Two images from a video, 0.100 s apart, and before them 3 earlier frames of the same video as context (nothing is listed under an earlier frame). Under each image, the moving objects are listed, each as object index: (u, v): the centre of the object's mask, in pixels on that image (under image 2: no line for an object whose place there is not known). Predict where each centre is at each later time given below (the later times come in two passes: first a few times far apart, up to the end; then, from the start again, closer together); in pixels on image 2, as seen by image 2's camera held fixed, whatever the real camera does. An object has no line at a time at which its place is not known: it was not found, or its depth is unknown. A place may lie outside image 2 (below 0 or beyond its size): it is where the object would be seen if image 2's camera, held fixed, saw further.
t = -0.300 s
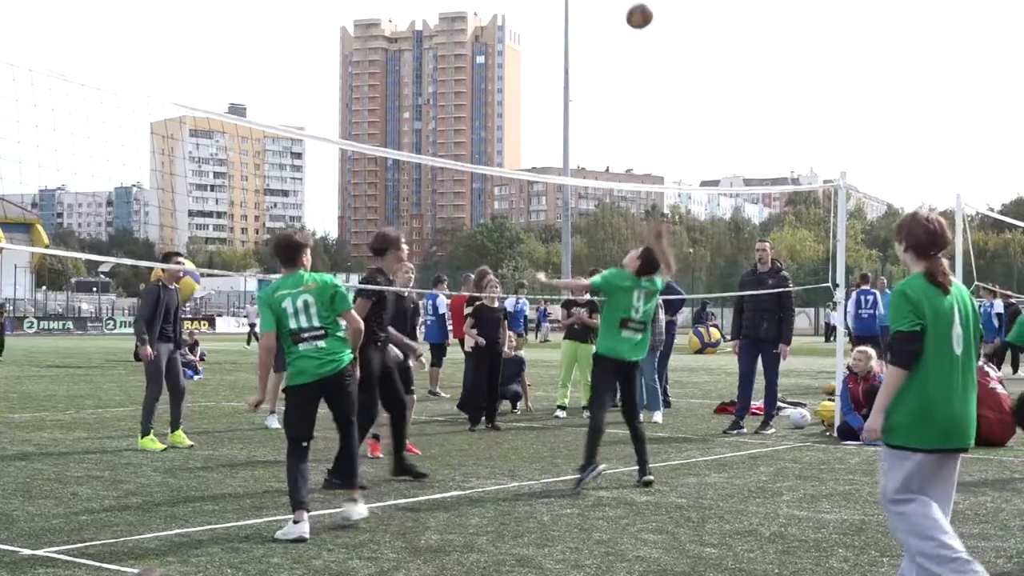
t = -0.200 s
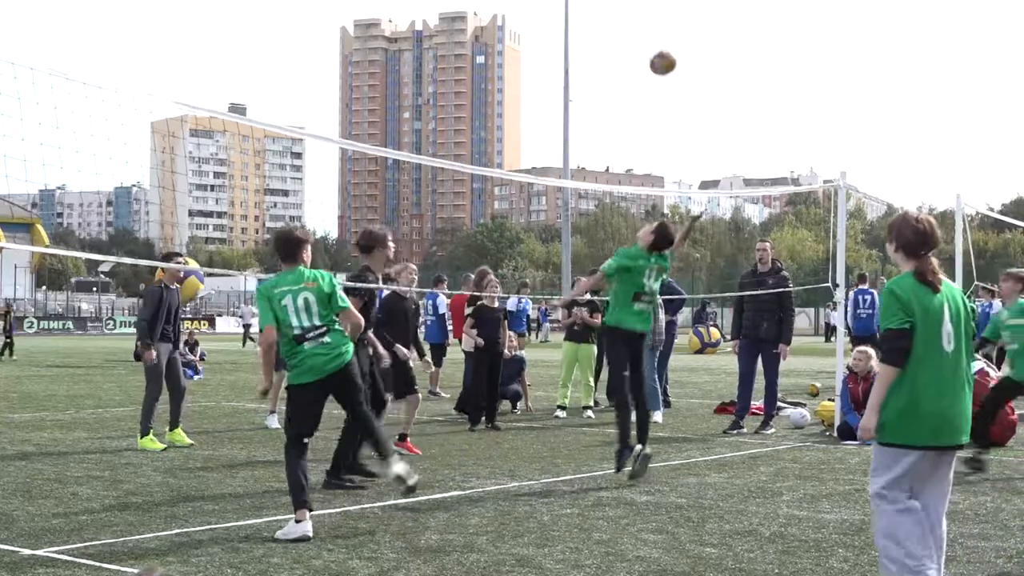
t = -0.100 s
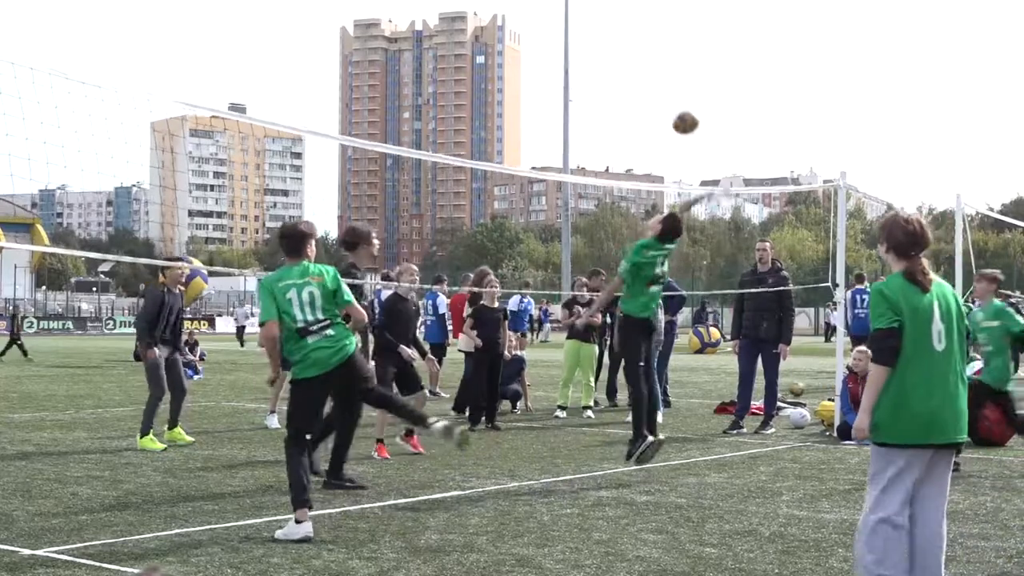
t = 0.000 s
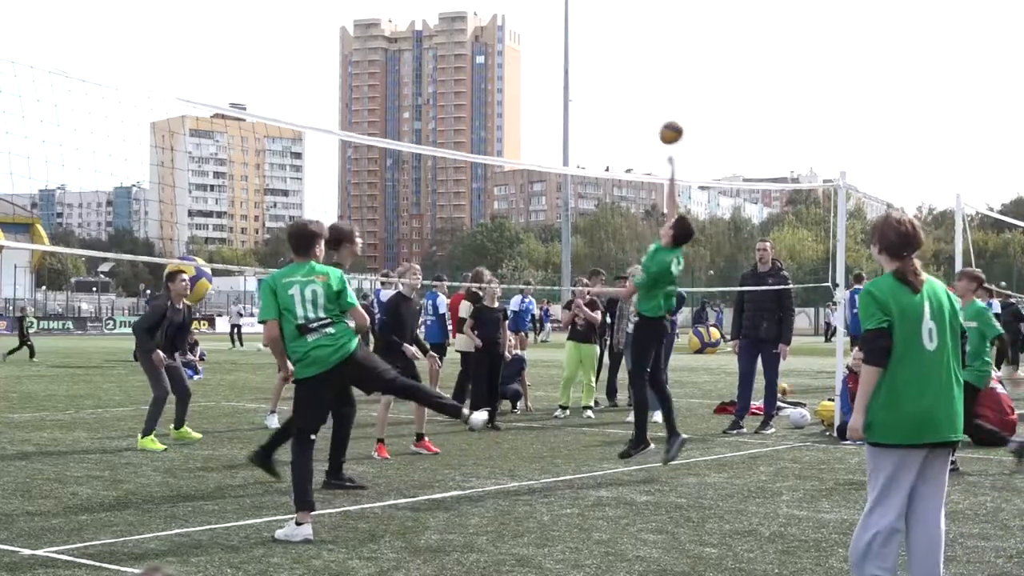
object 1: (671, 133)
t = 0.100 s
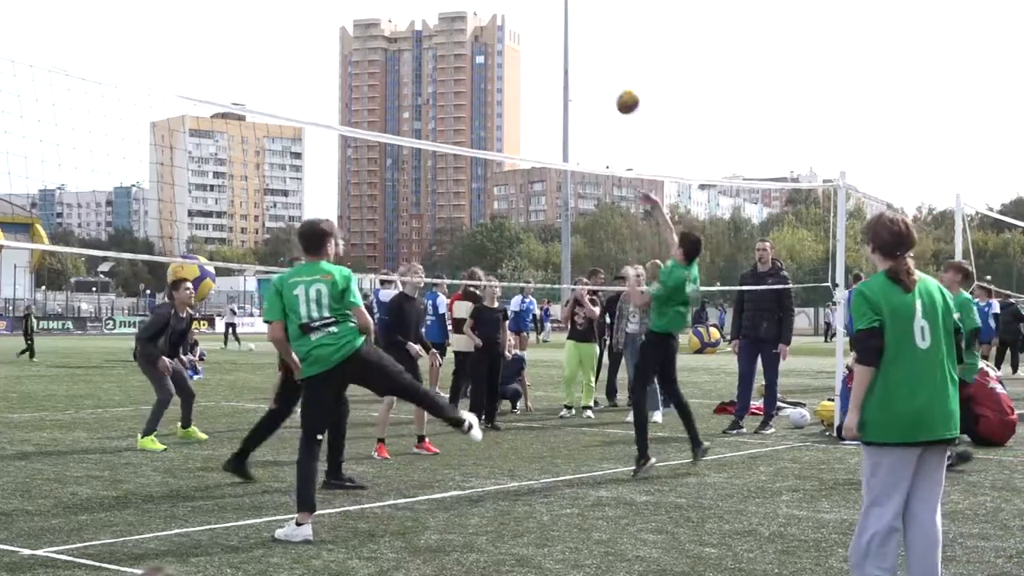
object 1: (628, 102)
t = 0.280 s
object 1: (558, 83)
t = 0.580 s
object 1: (463, 134)
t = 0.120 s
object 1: (619, 98)
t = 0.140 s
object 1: (611, 94)
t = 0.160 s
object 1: (603, 90)
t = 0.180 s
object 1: (595, 88)
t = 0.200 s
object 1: (587, 86)
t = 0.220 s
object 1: (579, 85)
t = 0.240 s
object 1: (572, 84)
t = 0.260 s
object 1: (565, 83)
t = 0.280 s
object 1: (558, 83)
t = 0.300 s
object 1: (550, 83)
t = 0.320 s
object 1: (543, 84)
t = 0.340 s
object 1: (536, 86)
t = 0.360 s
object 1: (529, 88)
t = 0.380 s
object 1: (523, 90)
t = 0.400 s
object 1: (516, 93)
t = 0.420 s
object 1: (510, 96)
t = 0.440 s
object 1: (504, 100)
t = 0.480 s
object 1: (492, 107)
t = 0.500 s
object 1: (487, 111)
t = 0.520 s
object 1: (481, 116)
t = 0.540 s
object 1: (475, 122)
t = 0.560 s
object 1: (470, 127)
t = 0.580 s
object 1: (463, 134)
